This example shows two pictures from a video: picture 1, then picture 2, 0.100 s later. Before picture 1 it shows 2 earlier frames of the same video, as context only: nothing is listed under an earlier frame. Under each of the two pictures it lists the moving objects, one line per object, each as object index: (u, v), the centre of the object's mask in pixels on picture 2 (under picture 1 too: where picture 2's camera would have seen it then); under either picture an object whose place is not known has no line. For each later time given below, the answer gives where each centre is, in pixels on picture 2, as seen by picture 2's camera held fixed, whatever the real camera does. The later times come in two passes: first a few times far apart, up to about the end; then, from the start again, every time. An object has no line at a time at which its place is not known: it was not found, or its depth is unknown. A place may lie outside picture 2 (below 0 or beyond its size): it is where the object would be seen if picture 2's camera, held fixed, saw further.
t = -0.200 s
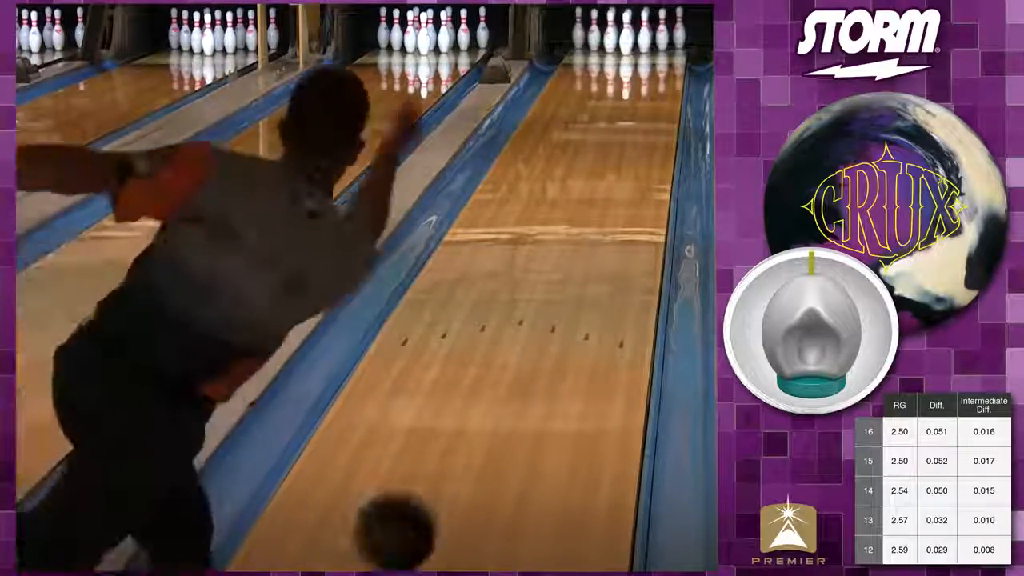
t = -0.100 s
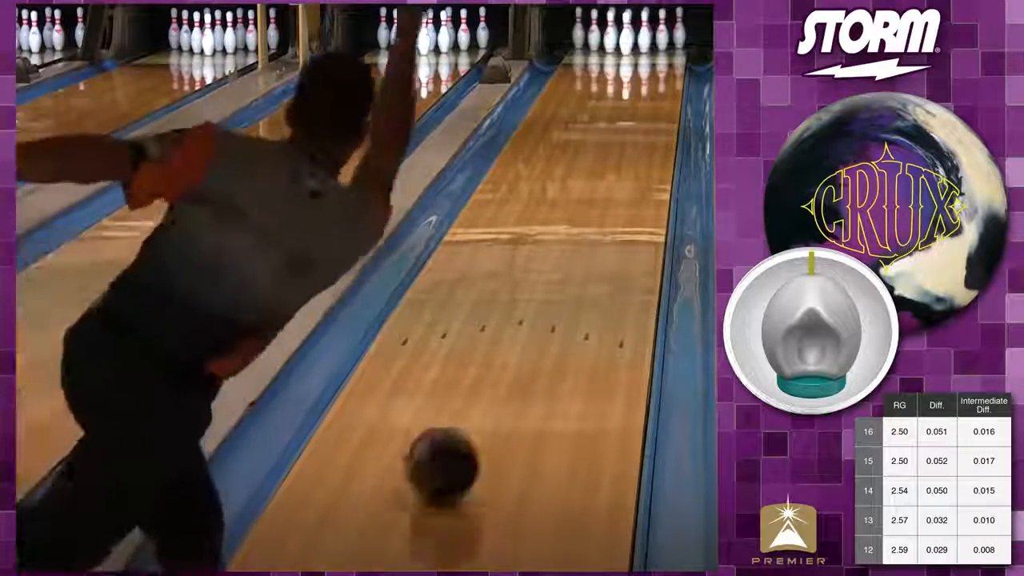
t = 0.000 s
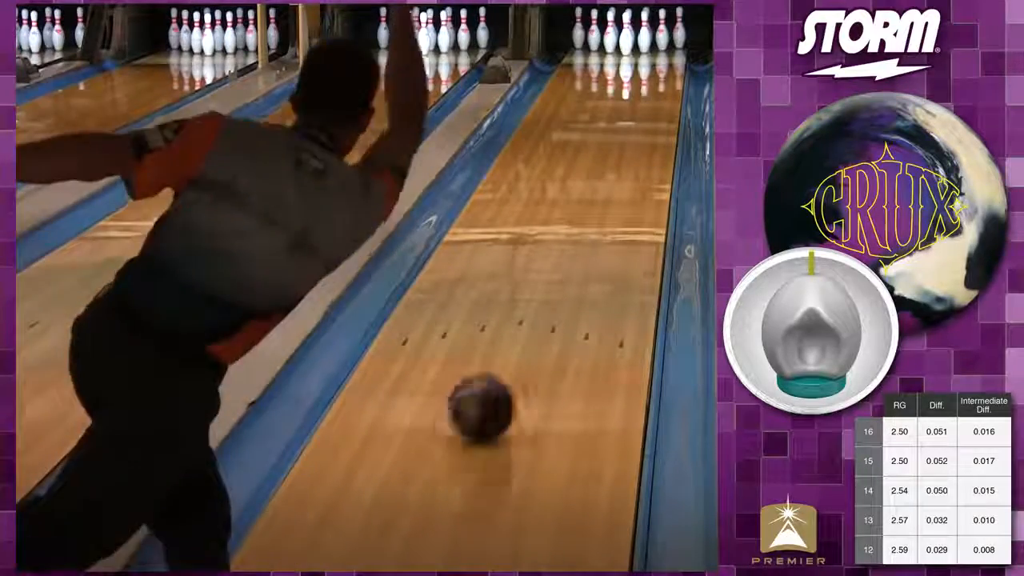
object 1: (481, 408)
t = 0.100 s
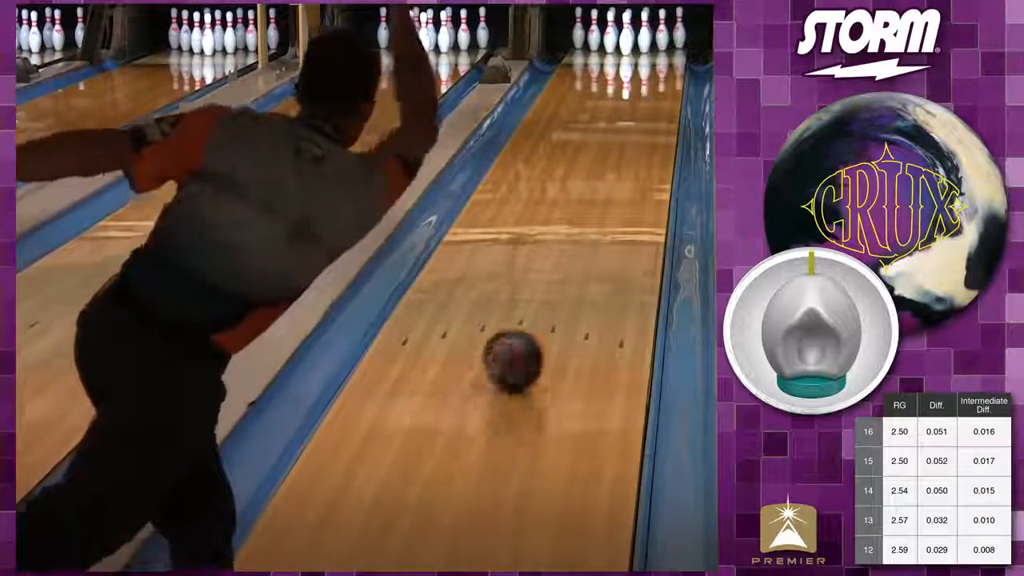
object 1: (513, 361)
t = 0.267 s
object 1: (556, 295)
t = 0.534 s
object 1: (604, 222)
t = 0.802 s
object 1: (637, 169)
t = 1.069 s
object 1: (657, 131)
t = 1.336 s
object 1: (669, 100)
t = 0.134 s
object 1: (522, 346)
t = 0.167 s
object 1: (532, 333)
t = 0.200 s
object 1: (540, 319)
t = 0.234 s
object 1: (548, 308)
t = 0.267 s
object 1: (556, 295)
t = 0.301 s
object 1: (563, 285)
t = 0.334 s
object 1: (570, 275)
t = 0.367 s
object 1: (577, 266)
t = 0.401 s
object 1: (583, 257)
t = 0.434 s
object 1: (589, 247)
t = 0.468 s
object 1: (594, 239)
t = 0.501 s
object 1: (600, 230)
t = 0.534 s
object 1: (604, 222)
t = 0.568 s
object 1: (610, 215)
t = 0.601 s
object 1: (615, 207)
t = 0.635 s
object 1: (619, 201)
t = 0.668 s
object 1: (623, 194)
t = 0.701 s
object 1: (628, 190)
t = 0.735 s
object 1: (632, 181)
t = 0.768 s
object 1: (636, 175)
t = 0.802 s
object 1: (637, 169)
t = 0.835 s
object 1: (641, 165)
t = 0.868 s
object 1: (645, 158)
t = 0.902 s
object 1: (648, 153)
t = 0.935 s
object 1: (651, 147)
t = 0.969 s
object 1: (653, 142)
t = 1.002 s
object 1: (655, 139)
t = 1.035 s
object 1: (657, 134)
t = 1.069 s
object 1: (657, 131)
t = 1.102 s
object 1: (661, 126)
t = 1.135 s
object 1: (663, 123)
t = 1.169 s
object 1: (664, 118)
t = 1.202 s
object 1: (665, 114)
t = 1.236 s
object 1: (666, 110)
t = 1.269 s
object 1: (667, 107)
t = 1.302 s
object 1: (669, 103)
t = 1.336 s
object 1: (669, 100)
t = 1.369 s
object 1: (669, 96)
